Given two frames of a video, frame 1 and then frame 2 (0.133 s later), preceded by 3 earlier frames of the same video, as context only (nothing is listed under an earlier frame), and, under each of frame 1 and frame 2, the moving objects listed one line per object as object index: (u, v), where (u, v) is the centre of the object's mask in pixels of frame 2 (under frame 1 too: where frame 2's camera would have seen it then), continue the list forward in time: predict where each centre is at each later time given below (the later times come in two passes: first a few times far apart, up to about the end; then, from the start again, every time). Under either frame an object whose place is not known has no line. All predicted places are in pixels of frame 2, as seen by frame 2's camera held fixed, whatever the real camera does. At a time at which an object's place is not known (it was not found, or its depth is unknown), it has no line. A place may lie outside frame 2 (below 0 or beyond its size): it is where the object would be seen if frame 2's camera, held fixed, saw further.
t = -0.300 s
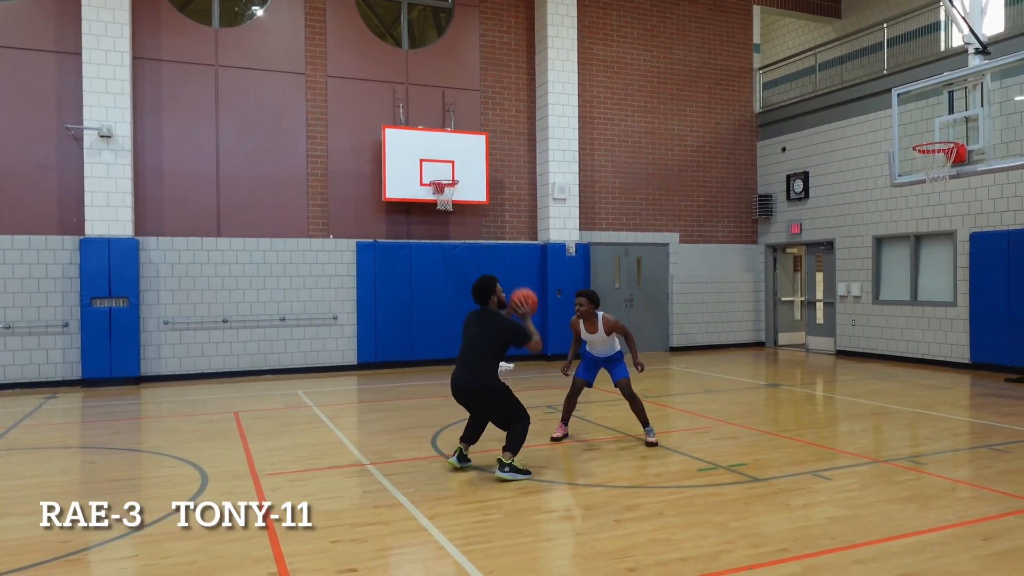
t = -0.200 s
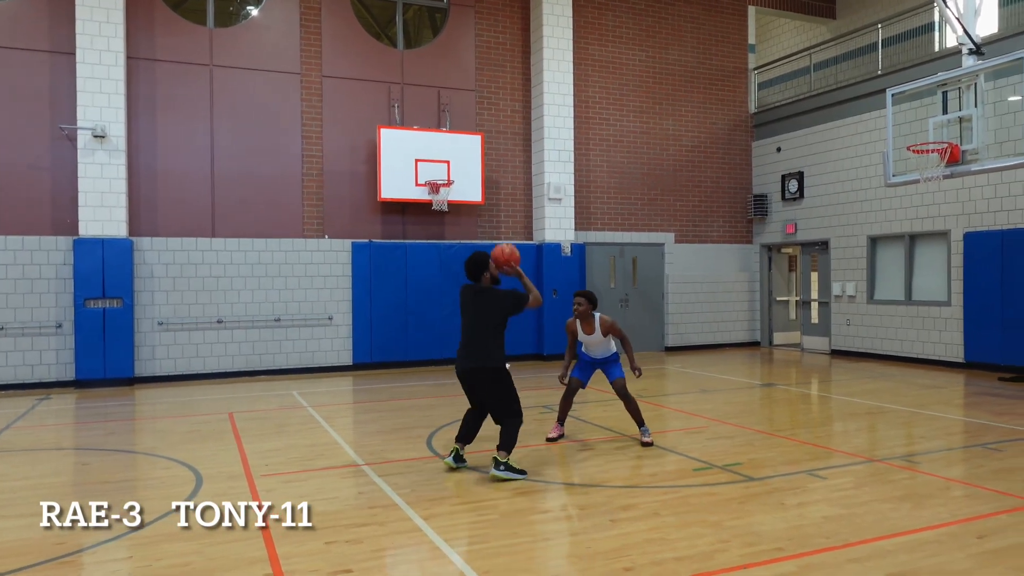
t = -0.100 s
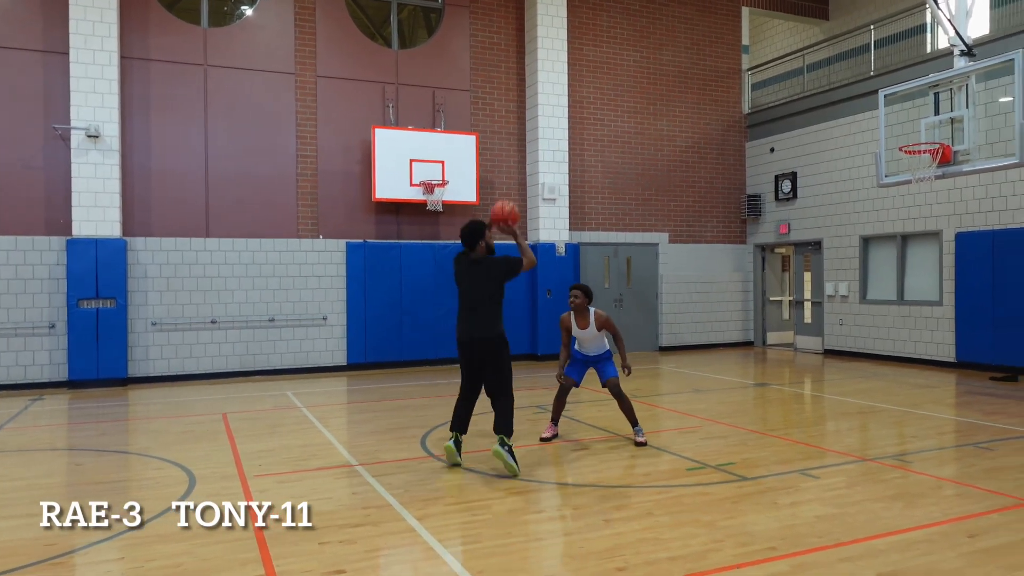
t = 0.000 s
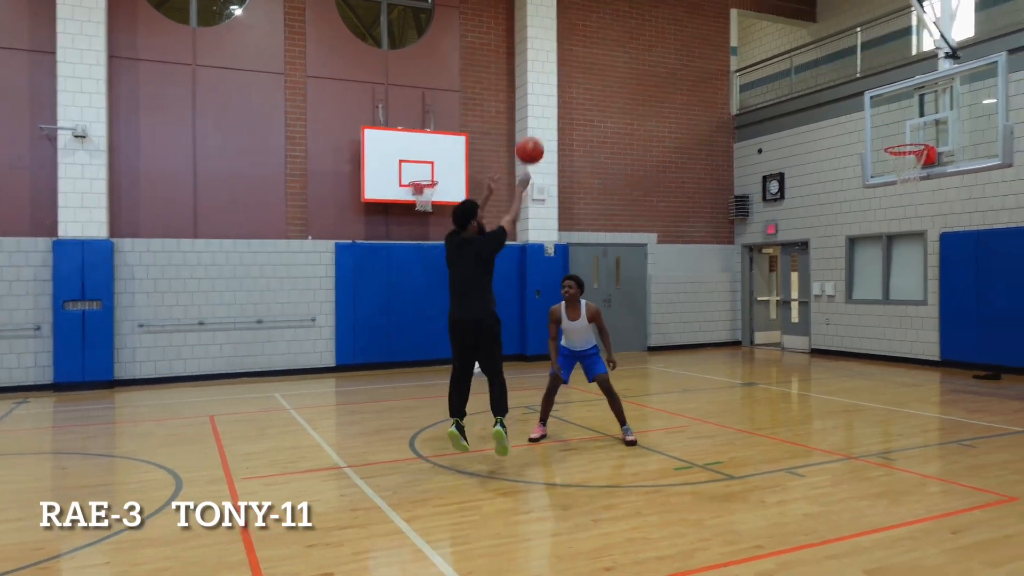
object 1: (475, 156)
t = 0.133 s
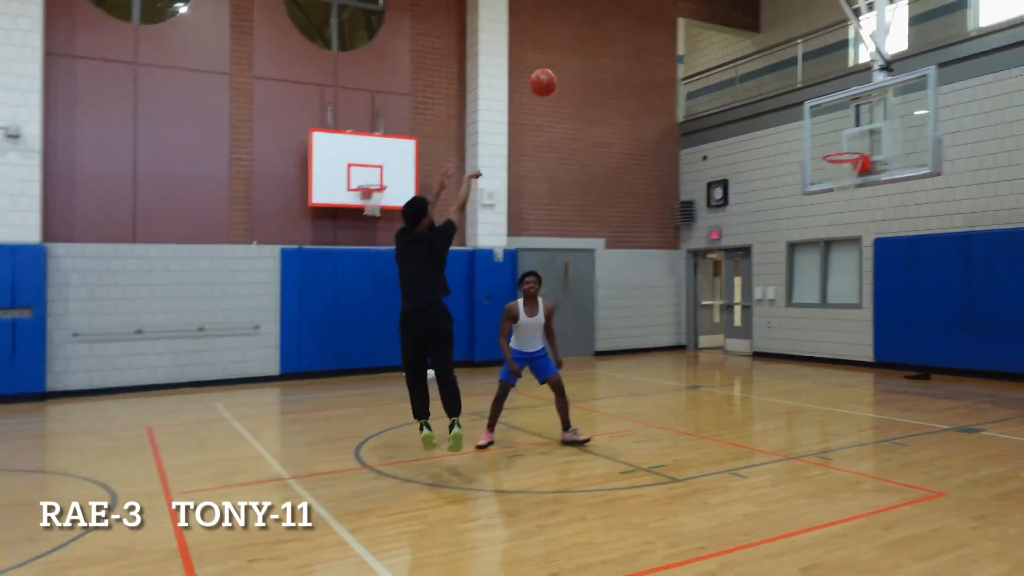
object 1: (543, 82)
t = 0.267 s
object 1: (596, 36)
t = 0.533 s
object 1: (695, 6)
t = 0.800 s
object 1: (774, 45)
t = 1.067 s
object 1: (842, 136)
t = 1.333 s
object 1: (835, 201)
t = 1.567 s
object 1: (812, 268)
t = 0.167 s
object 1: (557, 68)
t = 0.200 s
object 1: (569, 57)
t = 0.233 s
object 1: (583, 46)
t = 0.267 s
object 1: (596, 36)
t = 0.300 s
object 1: (610, 29)
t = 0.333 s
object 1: (624, 21)
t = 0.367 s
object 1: (638, 15)
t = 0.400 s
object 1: (650, 11)
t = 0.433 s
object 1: (660, 9)
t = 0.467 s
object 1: (671, 7)
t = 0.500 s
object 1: (684, 6)
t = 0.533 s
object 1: (695, 6)
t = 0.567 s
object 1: (705, 8)
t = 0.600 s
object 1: (716, 10)
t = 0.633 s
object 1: (727, 13)
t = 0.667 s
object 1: (736, 18)
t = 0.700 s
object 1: (746, 24)
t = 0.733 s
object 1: (756, 30)
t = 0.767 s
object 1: (765, 37)
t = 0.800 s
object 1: (774, 45)
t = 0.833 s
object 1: (783, 54)
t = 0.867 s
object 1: (792, 63)
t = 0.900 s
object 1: (801, 74)
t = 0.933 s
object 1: (809, 85)
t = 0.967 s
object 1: (818, 97)
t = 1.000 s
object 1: (826, 110)
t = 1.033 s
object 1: (834, 122)
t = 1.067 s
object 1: (842, 136)
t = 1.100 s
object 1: (848, 149)
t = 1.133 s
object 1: (852, 165)
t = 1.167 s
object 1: (853, 174)
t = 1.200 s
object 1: (849, 181)
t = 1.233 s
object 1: (846, 184)
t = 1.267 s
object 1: (843, 189)
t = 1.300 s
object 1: (838, 195)
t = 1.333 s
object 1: (835, 201)
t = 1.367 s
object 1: (831, 208)
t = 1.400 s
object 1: (827, 216)
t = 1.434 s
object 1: (823, 224)
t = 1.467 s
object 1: (820, 234)
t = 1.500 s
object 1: (817, 245)
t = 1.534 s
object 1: (815, 256)
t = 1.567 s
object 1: (812, 268)
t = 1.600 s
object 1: (810, 280)
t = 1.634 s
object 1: (809, 294)
